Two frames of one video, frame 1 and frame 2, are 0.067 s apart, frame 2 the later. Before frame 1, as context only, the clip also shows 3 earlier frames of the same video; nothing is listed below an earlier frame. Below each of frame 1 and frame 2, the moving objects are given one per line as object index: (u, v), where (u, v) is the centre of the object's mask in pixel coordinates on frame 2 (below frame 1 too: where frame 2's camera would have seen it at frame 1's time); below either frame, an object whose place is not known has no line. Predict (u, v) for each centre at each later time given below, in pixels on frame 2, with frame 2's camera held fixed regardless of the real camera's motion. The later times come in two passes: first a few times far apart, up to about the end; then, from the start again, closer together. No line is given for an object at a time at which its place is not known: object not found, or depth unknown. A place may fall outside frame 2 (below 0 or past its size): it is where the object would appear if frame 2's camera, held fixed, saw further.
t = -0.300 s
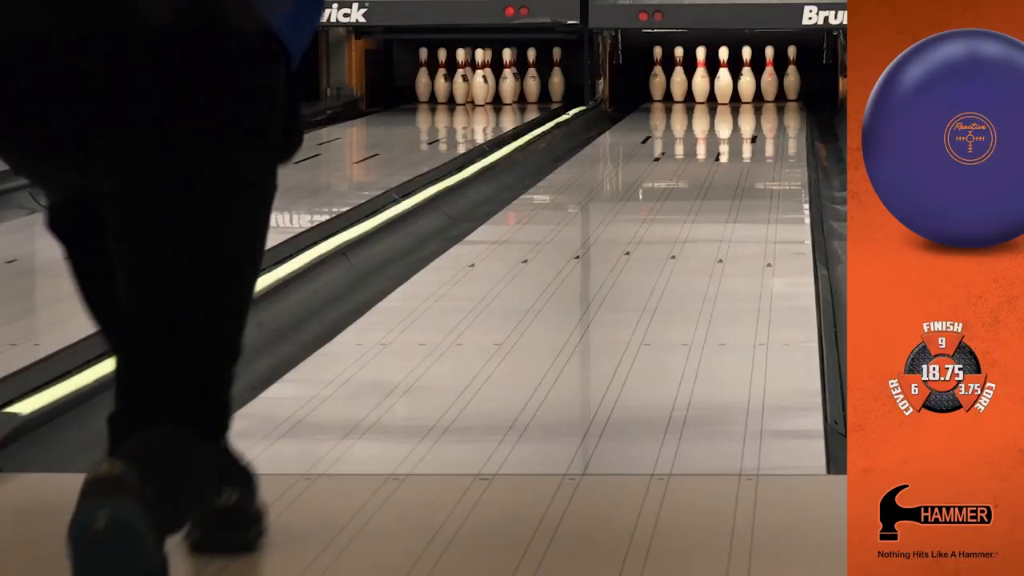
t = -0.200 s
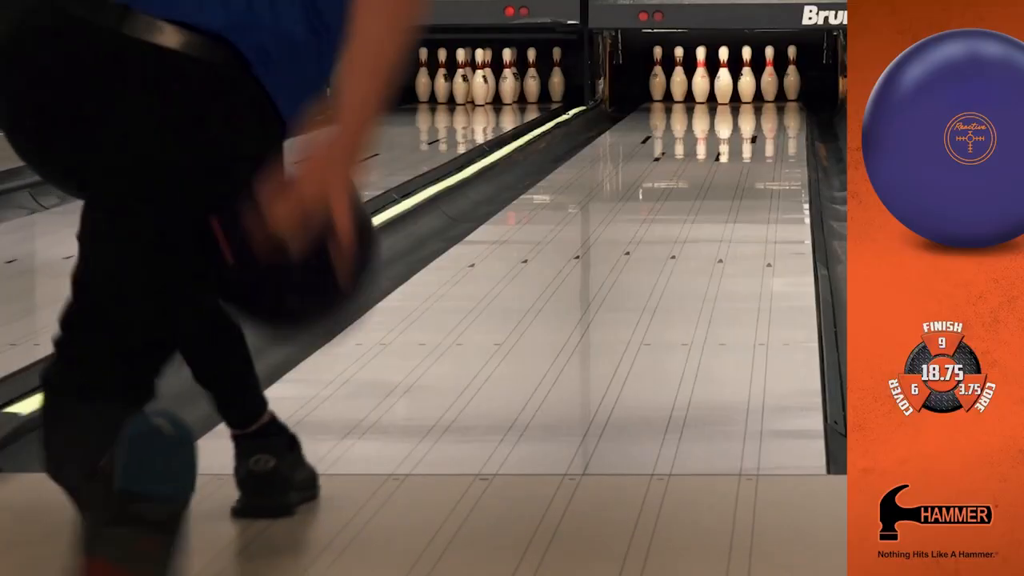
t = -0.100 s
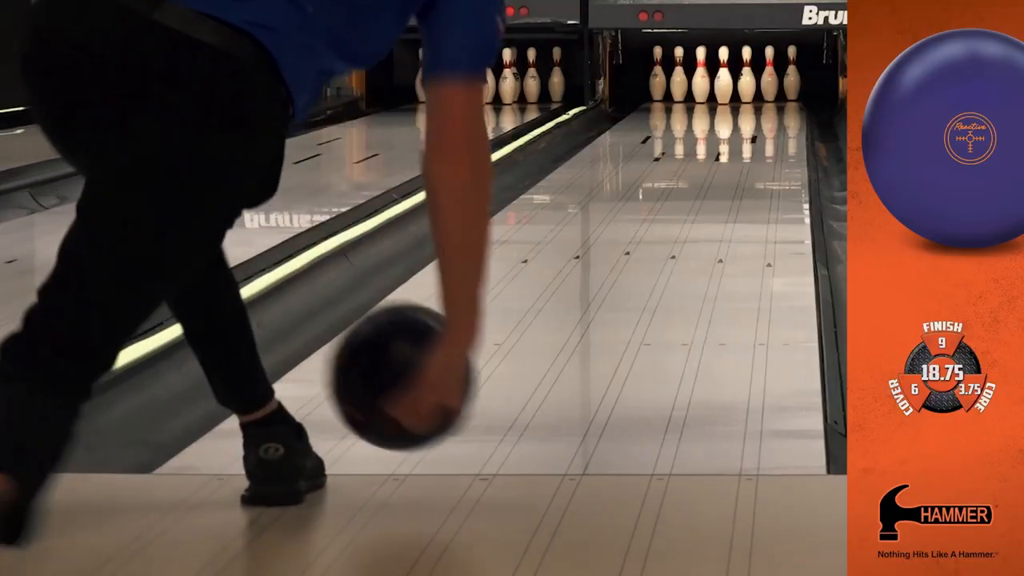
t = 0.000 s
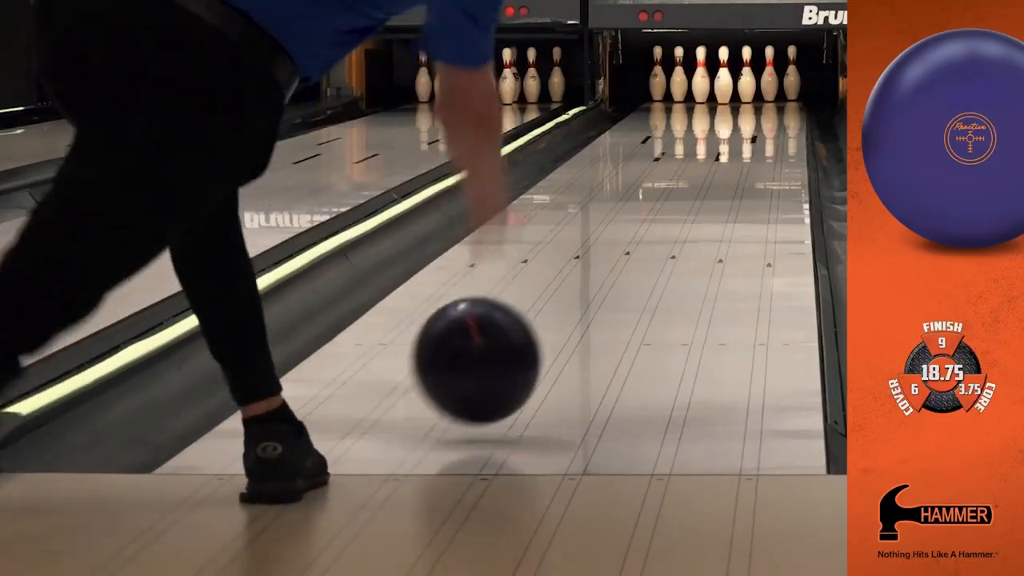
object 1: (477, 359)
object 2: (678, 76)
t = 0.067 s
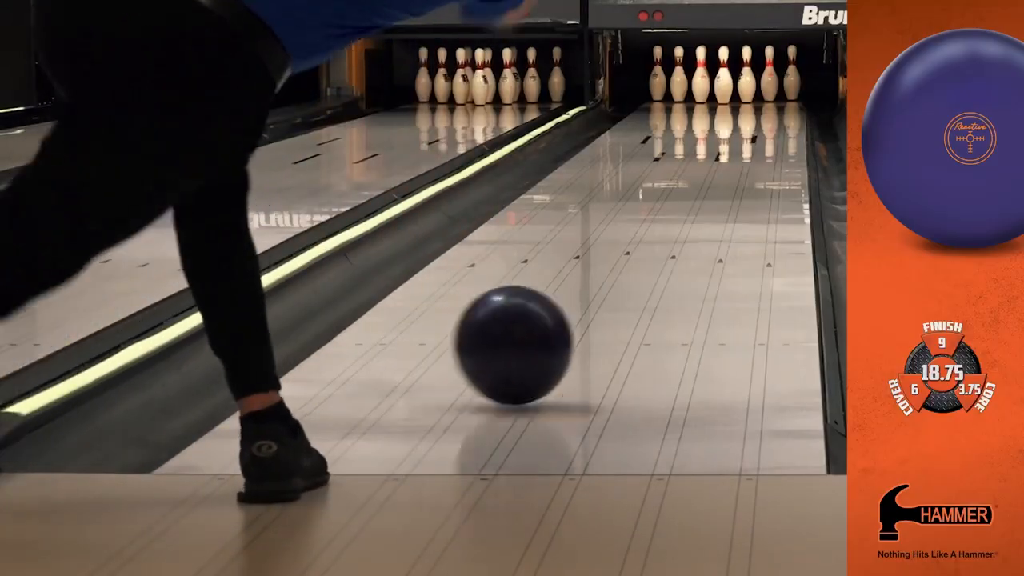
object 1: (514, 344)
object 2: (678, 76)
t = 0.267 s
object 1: (593, 280)
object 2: (678, 77)
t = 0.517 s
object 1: (658, 224)
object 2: (679, 76)
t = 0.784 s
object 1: (702, 186)
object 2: (679, 76)
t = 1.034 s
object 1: (731, 160)
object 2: (679, 76)
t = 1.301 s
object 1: (752, 138)
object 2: (679, 76)
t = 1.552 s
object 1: (763, 123)
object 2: (678, 76)
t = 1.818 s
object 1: (769, 109)
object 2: (678, 76)
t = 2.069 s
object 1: (763, 100)
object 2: (679, 76)
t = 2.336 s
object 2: (679, 76)
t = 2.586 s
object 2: (660, 73)
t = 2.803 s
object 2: (633, 98)
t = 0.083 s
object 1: (521, 341)
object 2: (678, 76)
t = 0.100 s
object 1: (529, 333)
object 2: (678, 76)
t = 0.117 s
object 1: (537, 327)
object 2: (678, 76)
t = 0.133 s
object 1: (544, 322)
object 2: (679, 76)
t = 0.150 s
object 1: (551, 316)
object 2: (678, 76)
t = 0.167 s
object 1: (558, 311)
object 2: (679, 76)
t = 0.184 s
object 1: (565, 305)
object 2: (678, 76)
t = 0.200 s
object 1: (571, 300)
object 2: (679, 76)
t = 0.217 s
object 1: (577, 295)
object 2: (679, 77)
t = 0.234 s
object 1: (582, 290)
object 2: (679, 76)
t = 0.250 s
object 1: (588, 285)
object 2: (679, 76)
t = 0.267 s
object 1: (593, 280)
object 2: (678, 77)
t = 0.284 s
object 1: (599, 276)
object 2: (679, 76)
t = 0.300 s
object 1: (604, 271)
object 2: (678, 76)
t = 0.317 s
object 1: (609, 267)
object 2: (678, 77)
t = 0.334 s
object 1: (614, 262)
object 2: (679, 76)
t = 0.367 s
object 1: (623, 254)
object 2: (678, 77)
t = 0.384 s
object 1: (627, 250)
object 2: (679, 77)
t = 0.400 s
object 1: (631, 246)
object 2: (678, 77)
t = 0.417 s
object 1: (635, 243)
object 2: (679, 77)
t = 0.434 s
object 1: (640, 240)
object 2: (679, 77)
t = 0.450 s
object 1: (644, 236)
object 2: (679, 76)
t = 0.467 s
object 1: (648, 233)
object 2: (679, 76)
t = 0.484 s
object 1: (651, 229)
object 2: (678, 76)
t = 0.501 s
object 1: (654, 227)
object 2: (679, 76)
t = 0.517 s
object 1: (658, 224)
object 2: (679, 76)
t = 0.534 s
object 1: (661, 221)
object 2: (679, 76)
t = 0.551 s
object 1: (664, 218)
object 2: (679, 76)
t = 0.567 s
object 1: (668, 215)
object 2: (679, 76)
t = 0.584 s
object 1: (671, 213)
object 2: (679, 76)
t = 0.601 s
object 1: (674, 210)
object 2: (679, 76)
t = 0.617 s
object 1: (677, 208)
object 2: (679, 76)
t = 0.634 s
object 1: (680, 206)
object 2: (679, 76)
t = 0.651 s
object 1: (682, 203)
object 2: (679, 76)
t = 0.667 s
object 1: (685, 201)
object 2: (679, 76)
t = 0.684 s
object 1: (687, 199)
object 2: (679, 76)
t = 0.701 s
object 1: (690, 196)
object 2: (679, 76)
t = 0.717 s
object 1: (693, 194)
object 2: (678, 76)
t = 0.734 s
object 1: (695, 192)
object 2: (679, 76)
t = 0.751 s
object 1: (698, 190)
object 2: (679, 76)
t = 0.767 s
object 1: (700, 188)
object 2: (679, 76)
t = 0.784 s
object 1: (702, 186)
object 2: (679, 76)
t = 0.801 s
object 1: (704, 183)
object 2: (679, 76)
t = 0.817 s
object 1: (707, 181)
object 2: (679, 76)
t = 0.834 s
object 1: (708, 180)
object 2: (679, 76)
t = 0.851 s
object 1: (711, 178)
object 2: (679, 76)
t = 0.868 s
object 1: (713, 176)
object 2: (679, 76)
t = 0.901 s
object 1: (717, 172)
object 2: (679, 76)
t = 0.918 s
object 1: (719, 171)
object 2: (679, 76)
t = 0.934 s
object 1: (720, 169)
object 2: (679, 76)
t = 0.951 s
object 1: (722, 167)
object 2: (679, 76)
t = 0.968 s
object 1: (724, 166)
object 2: (679, 76)
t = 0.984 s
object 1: (726, 164)
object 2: (679, 76)
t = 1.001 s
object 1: (727, 163)
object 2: (679, 76)
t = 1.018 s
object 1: (729, 161)
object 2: (679, 76)
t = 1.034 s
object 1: (731, 160)
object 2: (679, 76)
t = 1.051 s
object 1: (732, 158)
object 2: (679, 76)
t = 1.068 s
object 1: (734, 157)
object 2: (679, 76)
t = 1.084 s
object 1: (735, 155)
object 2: (679, 76)
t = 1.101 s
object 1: (737, 154)
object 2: (679, 76)
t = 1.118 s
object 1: (738, 152)
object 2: (679, 76)
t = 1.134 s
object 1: (739, 151)
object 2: (679, 76)
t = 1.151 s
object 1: (741, 150)
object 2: (679, 76)
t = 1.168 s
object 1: (742, 148)
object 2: (679, 76)
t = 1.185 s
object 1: (743, 147)
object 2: (679, 76)
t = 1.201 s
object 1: (744, 146)
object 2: (679, 76)
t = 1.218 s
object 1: (746, 144)
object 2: (679, 76)
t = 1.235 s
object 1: (747, 143)
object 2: (679, 76)
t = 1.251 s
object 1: (748, 142)
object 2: (679, 76)
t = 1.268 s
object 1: (749, 140)
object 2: (679, 76)
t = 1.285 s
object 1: (750, 139)
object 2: (679, 76)
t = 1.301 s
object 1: (752, 138)
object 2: (679, 76)
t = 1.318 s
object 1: (753, 137)
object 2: (679, 76)
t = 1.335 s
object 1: (754, 136)
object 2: (679, 76)
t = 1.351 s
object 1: (755, 135)
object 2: (679, 76)
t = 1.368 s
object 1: (755, 134)
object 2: (679, 76)
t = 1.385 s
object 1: (756, 132)
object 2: (678, 76)
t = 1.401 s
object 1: (757, 131)
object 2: (678, 76)
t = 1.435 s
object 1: (759, 129)
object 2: (679, 76)
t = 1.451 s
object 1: (759, 128)
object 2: (678, 76)
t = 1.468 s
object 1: (760, 127)
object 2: (679, 76)
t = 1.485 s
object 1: (761, 127)
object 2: (678, 76)
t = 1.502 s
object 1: (762, 125)
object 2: (678, 76)
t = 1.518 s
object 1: (762, 124)
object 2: (678, 76)
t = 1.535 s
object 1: (763, 123)
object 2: (678, 76)
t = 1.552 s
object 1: (763, 123)
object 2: (678, 76)
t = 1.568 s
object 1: (764, 122)
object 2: (679, 76)
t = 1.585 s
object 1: (764, 121)
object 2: (679, 76)
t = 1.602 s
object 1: (765, 120)
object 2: (679, 76)
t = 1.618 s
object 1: (766, 119)
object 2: (679, 76)
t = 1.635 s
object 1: (766, 118)
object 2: (679, 76)
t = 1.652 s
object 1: (766, 117)
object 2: (678, 77)
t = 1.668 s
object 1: (767, 116)
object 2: (679, 77)
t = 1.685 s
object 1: (767, 115)
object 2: (679, 76)
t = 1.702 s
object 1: (767, 114)
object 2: (679, 76)
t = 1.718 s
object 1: (768, 114)
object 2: (678, 76)
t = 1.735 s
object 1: (768, 113)
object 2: (678, 76)
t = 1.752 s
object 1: (769, 112)
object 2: (678, 76)
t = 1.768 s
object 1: (769, 112)
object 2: (678, 77)
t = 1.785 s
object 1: (769, 111)
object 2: (678, 77)
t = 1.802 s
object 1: (769, 110)
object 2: (678, 77)
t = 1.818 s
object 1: (769, 109)
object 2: (678, 76)
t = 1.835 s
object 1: (768, 109)
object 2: (678, 76)
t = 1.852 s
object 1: (768, 108)
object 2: (678, 76)
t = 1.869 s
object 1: (768, 107)
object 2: (678, 76)
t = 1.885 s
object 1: (768, 107)
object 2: (678, 76)
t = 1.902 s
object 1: (768, 106)
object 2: (678, 76)
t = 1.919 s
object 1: (767, 105)
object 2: (678, 76)
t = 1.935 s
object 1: (767, 105)
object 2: (678, 76)
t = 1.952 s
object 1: (767, 104)
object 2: (678, 77)
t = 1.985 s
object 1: (766, 103)
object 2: (678, 77)
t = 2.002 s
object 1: (765, 102)
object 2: (678, 77)
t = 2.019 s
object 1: (765, 102)
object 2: (678, 77)
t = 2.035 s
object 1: (764, 101)
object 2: (678, 77)
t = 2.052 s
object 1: (763, 101)
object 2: (678, 77)
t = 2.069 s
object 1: (763, 100)
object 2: (679, 76)
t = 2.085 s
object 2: (678, 76)
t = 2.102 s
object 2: (678, 76)
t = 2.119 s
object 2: (679, 76)
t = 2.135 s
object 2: (678, 76)
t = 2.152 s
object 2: (679, 76)
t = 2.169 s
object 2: (678, 76)
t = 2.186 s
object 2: (678, 76)
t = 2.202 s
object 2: (678, 76)
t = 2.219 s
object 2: (679, 76)
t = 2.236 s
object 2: (679, 76)
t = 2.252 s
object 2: (678, 76)
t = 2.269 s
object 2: (678, 76)
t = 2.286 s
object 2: (678, 77)
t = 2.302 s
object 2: (678, 76)
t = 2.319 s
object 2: (678, 76)
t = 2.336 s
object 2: (679, 76)
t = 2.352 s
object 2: (678, 76)
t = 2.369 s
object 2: (678, 76)
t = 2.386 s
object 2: (679, 76)
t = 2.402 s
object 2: (678, 76)
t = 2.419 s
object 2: (679, 76)
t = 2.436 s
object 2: (678, 76)
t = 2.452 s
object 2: (679, 76)
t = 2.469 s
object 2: (678, 76)
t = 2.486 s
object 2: (678, 76)
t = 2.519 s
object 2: (672, 76)
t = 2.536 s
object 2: (667, 74)
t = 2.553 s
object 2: (664, 74)
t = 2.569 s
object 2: (661, 75)
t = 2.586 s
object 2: (660, 73)
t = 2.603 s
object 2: (659, 73)
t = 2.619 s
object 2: (658, 73)
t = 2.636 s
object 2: (656, 73)
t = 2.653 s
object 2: (654, 76)
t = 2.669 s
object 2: (652, 78)
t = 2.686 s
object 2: (648, 85)
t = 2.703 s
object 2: (648, 83)
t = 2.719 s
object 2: (647, 85)
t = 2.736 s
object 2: (645, 86)
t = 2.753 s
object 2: (644, 87)
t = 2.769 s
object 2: (640, 94)
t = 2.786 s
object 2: (637, 96)
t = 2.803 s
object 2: (633, 98)
